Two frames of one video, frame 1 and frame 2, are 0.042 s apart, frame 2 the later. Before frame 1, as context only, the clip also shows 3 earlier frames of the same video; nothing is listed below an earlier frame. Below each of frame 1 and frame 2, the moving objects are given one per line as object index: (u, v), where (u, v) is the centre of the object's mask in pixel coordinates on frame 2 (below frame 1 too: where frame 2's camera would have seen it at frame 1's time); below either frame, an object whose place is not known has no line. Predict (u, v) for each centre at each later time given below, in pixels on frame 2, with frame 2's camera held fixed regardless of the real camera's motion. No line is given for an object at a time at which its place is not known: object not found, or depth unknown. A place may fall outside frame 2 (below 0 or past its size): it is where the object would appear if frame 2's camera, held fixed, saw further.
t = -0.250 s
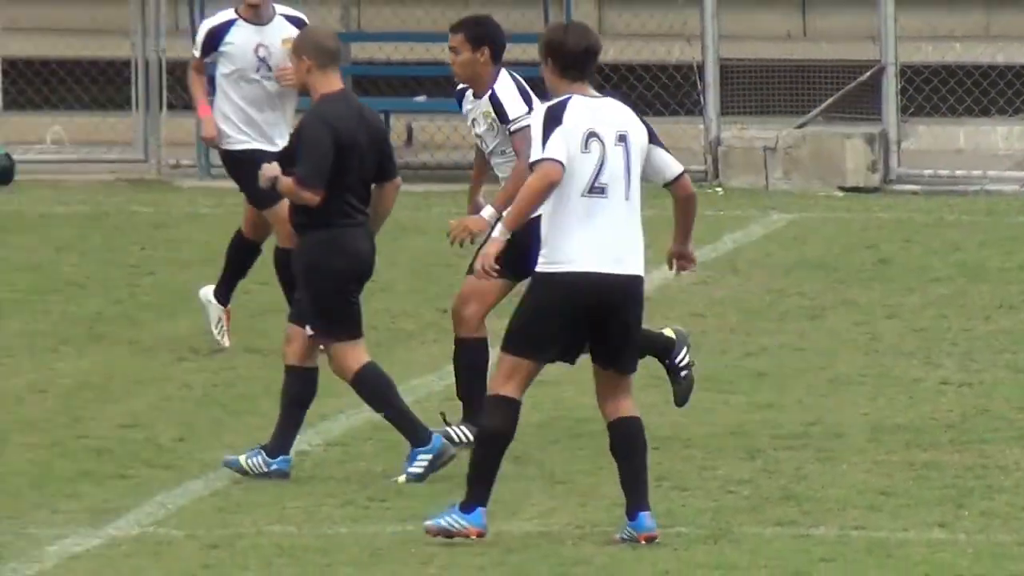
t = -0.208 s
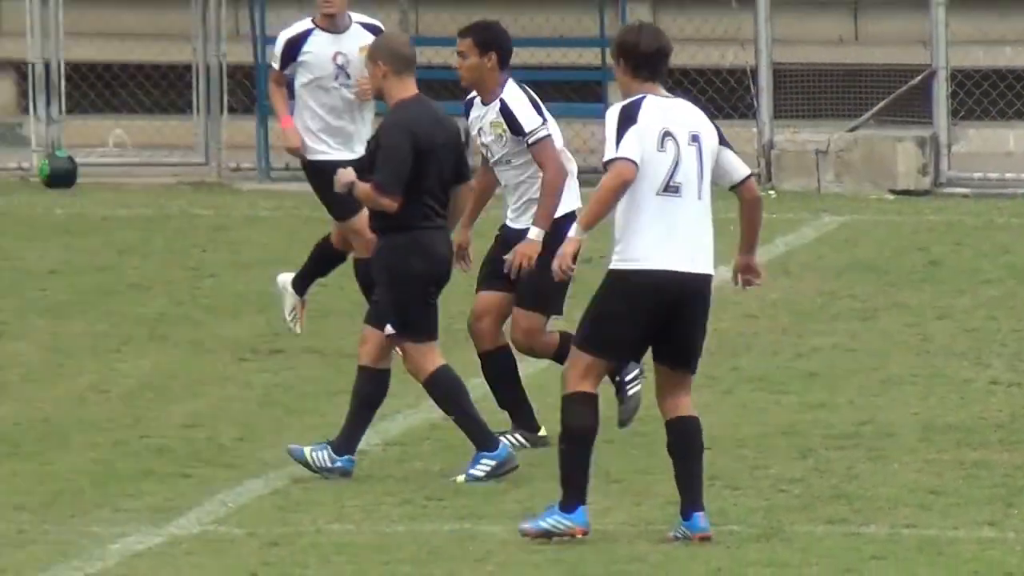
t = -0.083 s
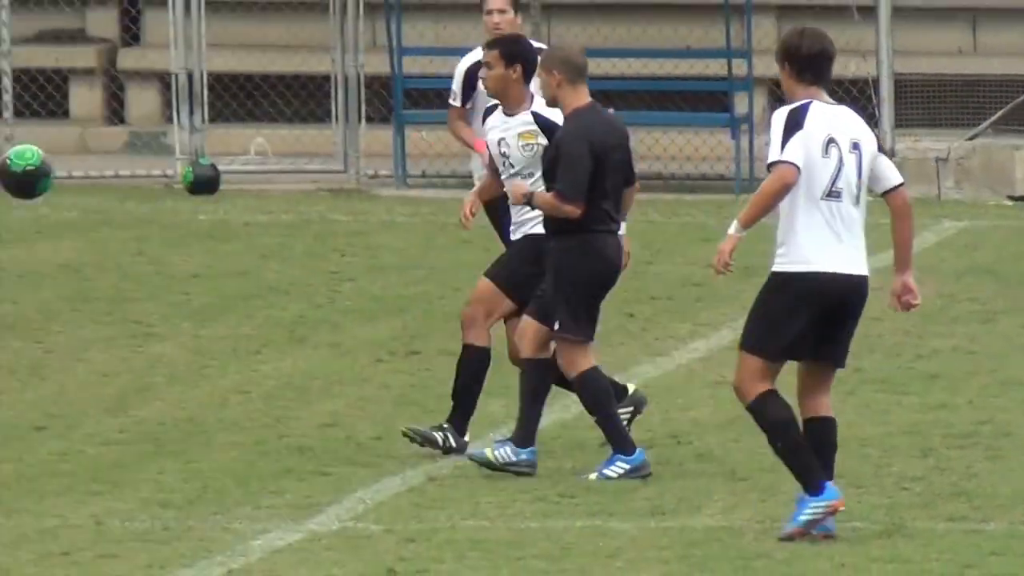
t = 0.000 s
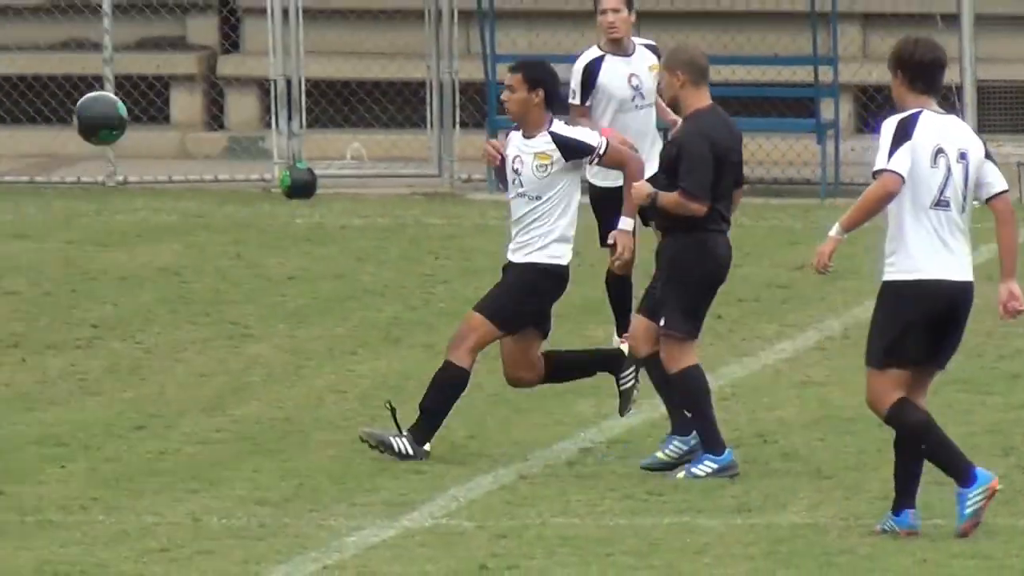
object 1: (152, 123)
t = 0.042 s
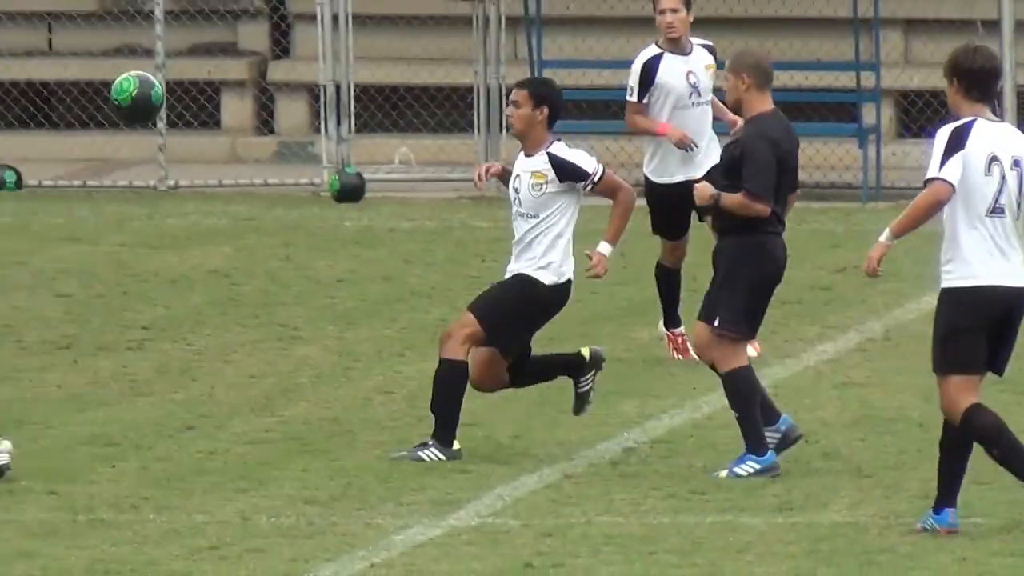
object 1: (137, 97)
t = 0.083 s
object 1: (126, 84)
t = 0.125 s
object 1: (112, 67)
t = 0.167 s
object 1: (103, 60)
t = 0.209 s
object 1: (89, 54)
